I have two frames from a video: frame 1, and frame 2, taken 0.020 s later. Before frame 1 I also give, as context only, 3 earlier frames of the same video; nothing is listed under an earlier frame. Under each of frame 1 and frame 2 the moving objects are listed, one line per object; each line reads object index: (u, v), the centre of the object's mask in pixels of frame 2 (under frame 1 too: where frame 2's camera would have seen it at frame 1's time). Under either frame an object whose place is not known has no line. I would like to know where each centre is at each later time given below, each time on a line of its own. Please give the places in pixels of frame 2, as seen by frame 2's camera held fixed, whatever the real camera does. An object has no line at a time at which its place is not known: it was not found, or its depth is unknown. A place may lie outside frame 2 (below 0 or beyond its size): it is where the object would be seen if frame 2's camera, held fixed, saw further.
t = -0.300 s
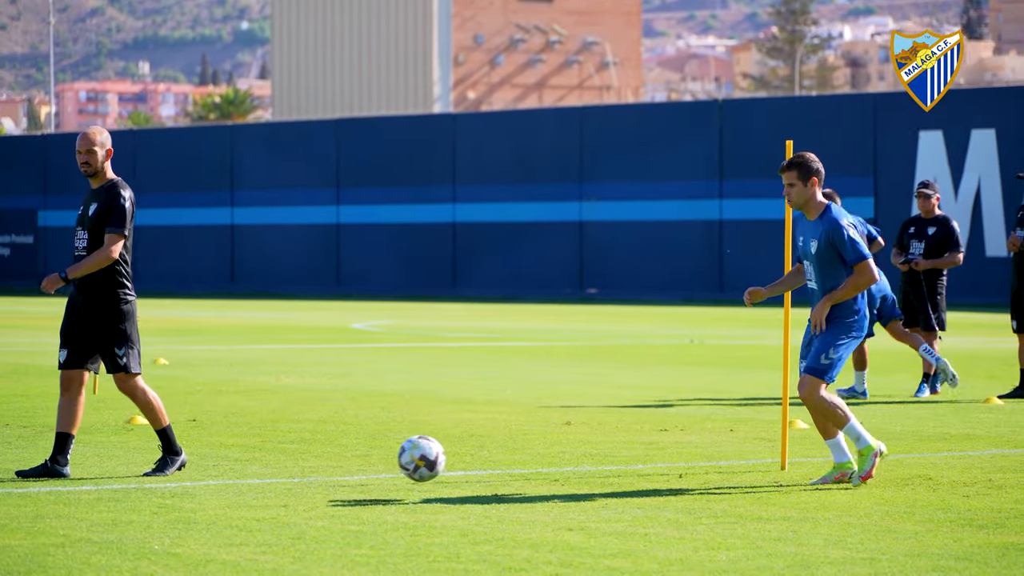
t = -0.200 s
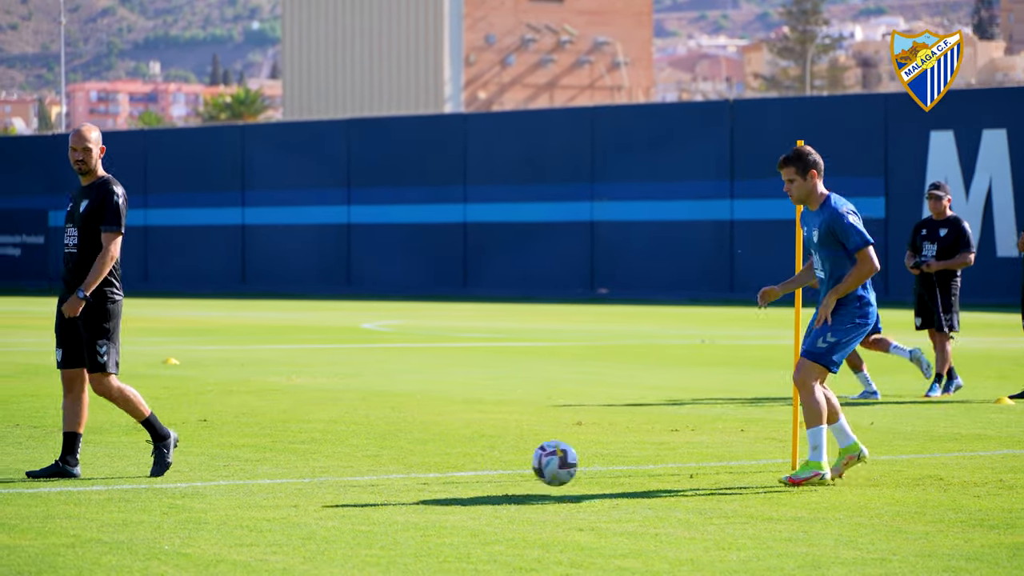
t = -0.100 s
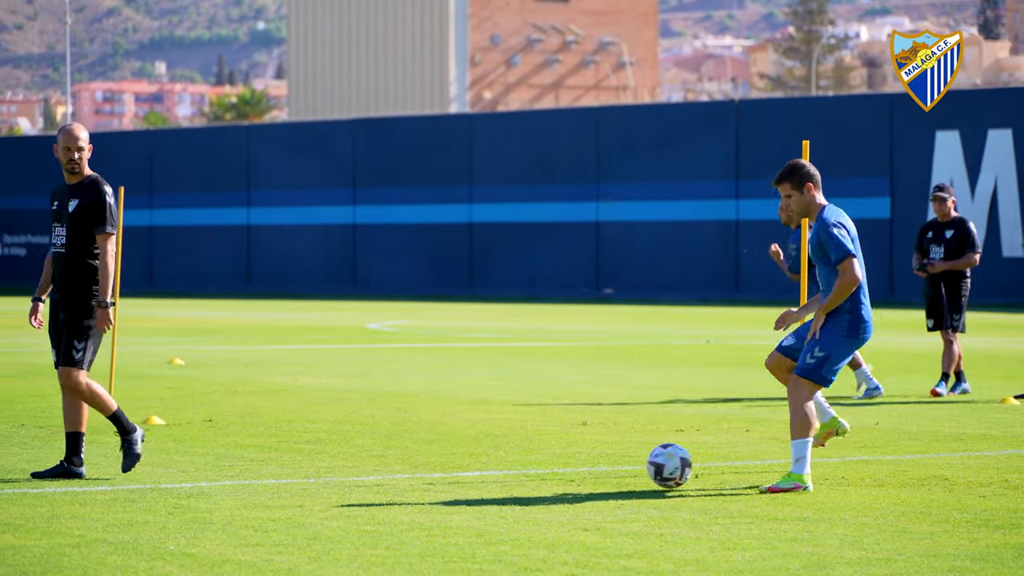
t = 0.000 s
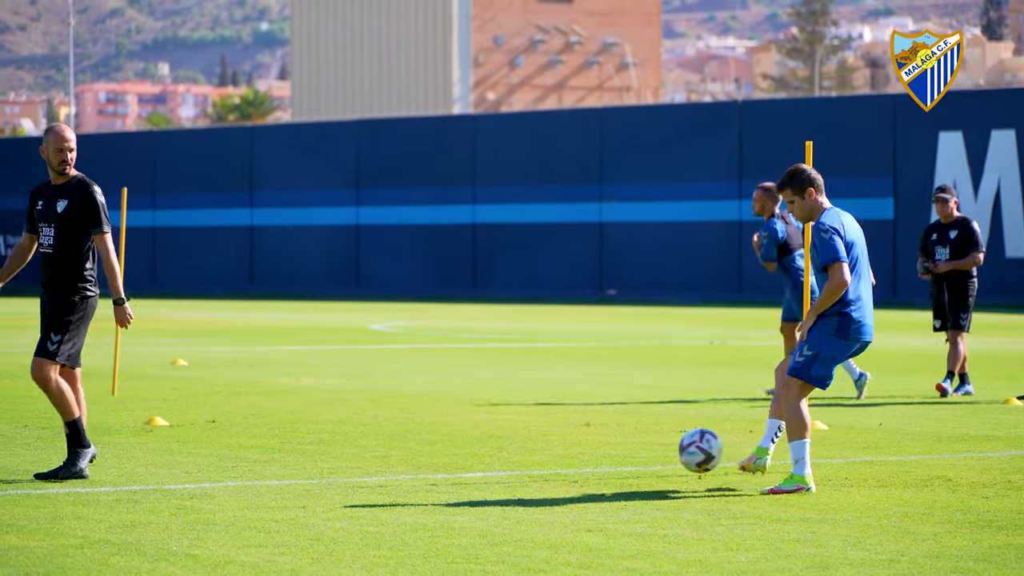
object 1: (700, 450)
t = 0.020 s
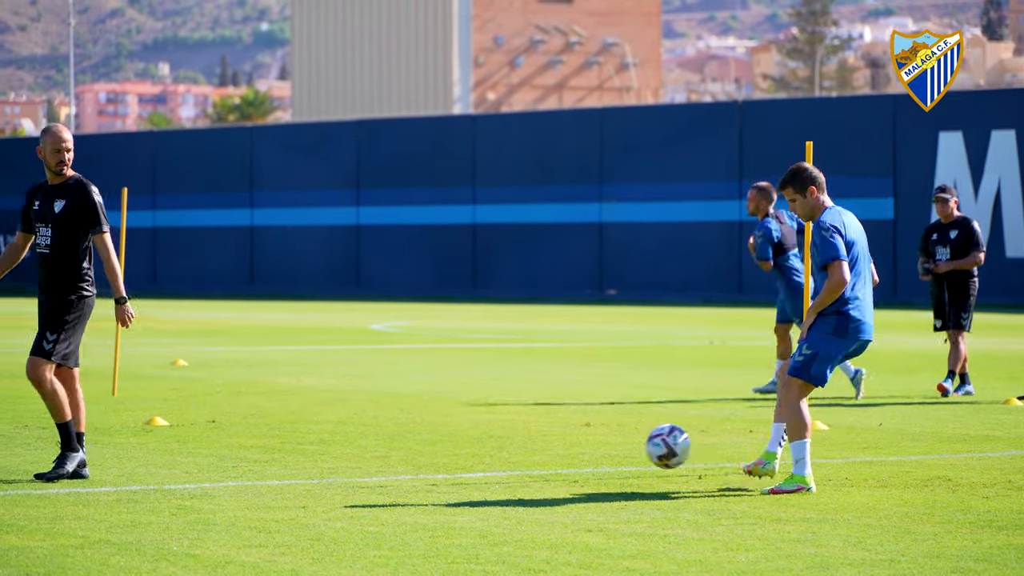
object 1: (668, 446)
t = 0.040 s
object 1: (636, 442)
